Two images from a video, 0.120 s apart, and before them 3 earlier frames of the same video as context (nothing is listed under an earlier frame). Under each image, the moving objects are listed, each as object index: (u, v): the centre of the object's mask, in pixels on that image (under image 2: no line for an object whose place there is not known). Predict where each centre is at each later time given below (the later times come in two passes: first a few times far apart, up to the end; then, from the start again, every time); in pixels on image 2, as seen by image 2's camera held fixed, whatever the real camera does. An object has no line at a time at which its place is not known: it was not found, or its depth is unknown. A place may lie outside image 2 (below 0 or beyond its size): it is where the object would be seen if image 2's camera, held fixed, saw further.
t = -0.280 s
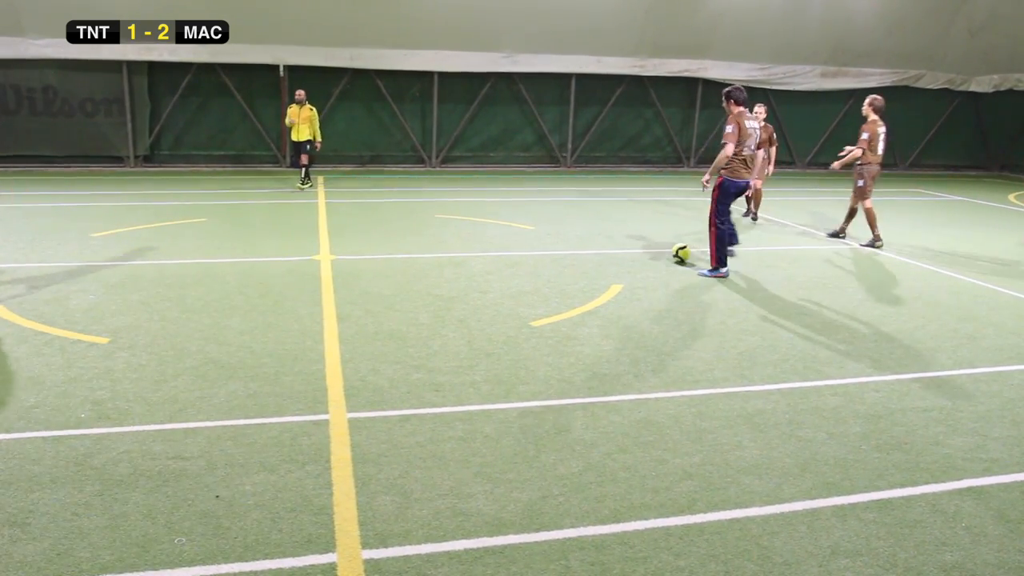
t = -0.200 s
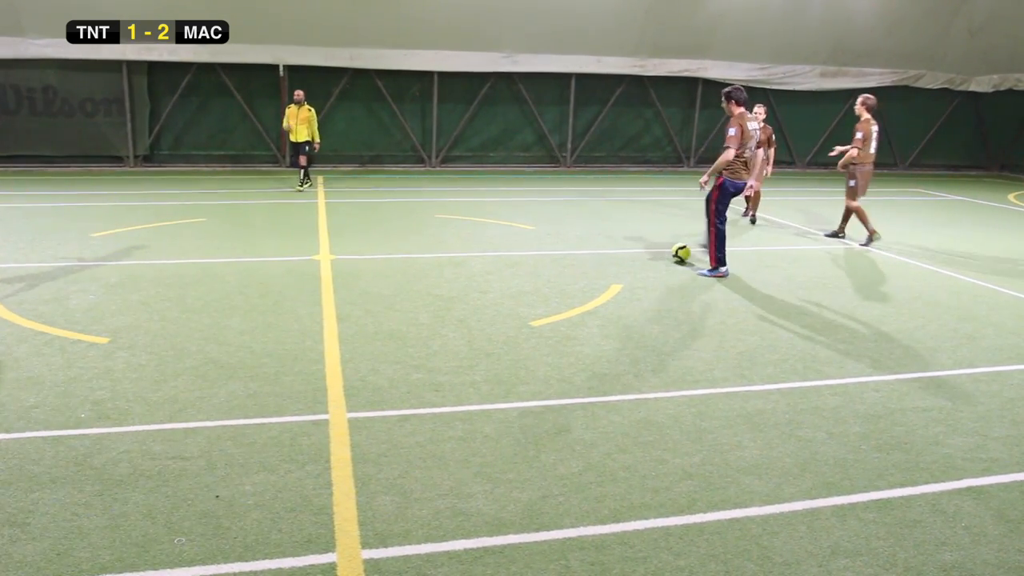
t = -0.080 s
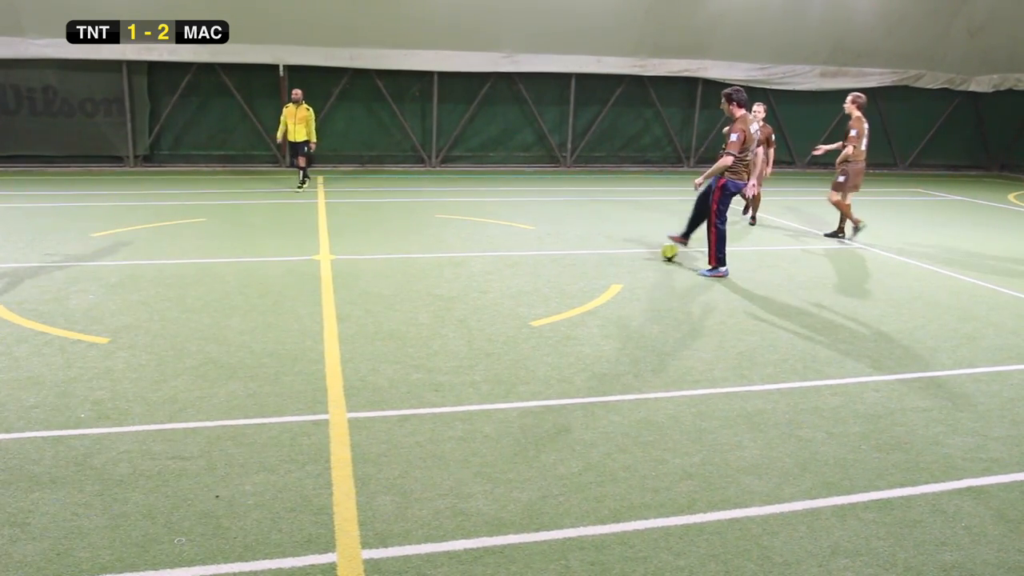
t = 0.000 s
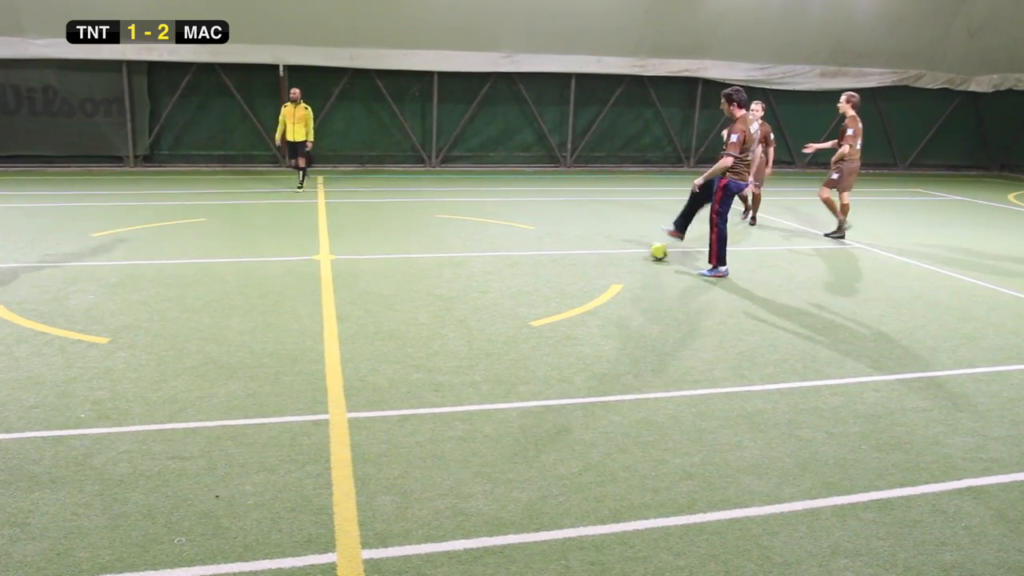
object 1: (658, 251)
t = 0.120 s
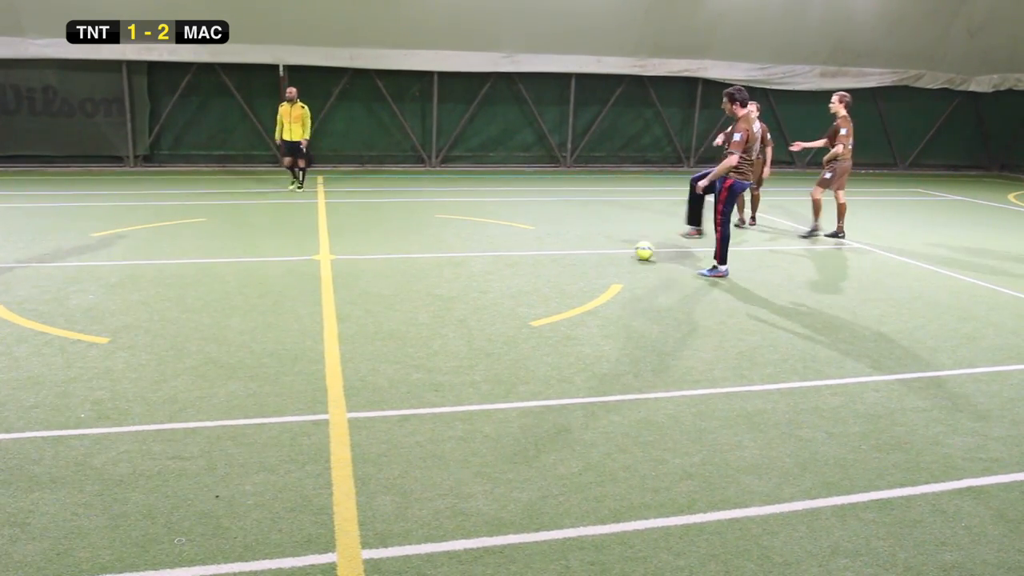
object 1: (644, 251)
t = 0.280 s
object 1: (624, 250)
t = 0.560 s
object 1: (591, 249)
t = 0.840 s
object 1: (559, 249)
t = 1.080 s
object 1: (532, 248)
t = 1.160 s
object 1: (524, 248)
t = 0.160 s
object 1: (639, 251)
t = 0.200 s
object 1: (634, 250)
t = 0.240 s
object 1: (630, 250)
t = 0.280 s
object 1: (624, 250)
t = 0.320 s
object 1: (619, 250)
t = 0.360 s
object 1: (615, 250)
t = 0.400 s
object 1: (610, 249)
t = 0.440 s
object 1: (605, 249)
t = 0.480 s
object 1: (601, 249)
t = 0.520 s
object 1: (596, 249)
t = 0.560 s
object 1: (591, 249)
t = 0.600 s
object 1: (586, 249)
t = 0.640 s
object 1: (582, 249)
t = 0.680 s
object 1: (578, 249)
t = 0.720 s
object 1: (573, 249)
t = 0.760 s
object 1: (569, 249)
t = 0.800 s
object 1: (564, 248)
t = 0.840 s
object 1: (559, 249)
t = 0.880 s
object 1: (555, 249)
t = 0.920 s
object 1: (550, 248)
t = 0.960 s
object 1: (545, 248)
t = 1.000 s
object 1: (541, 248)
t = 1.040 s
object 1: (537, 248)
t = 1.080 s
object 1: (532, 248)
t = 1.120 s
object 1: (527, 248)
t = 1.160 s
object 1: (524, 248)
